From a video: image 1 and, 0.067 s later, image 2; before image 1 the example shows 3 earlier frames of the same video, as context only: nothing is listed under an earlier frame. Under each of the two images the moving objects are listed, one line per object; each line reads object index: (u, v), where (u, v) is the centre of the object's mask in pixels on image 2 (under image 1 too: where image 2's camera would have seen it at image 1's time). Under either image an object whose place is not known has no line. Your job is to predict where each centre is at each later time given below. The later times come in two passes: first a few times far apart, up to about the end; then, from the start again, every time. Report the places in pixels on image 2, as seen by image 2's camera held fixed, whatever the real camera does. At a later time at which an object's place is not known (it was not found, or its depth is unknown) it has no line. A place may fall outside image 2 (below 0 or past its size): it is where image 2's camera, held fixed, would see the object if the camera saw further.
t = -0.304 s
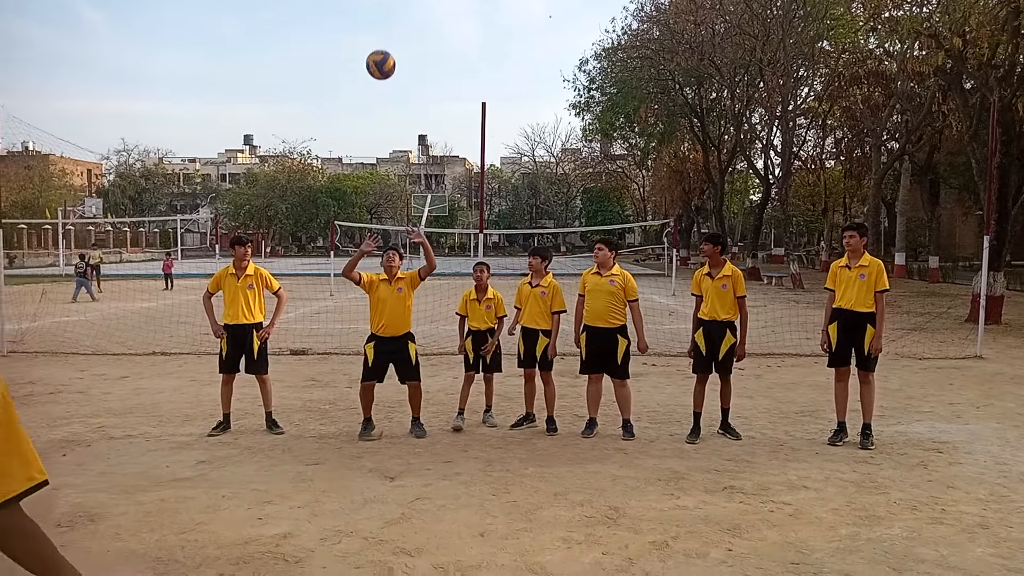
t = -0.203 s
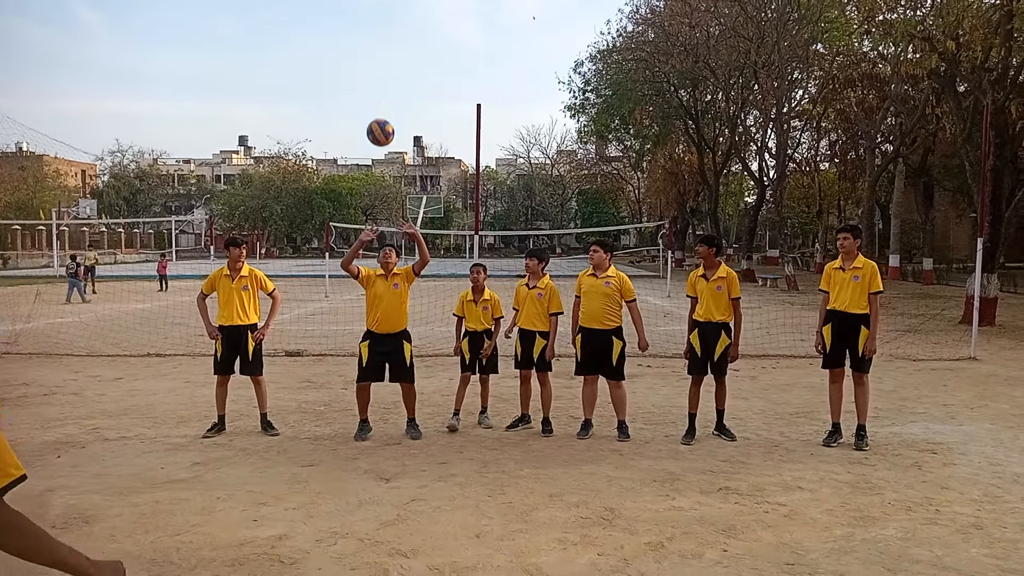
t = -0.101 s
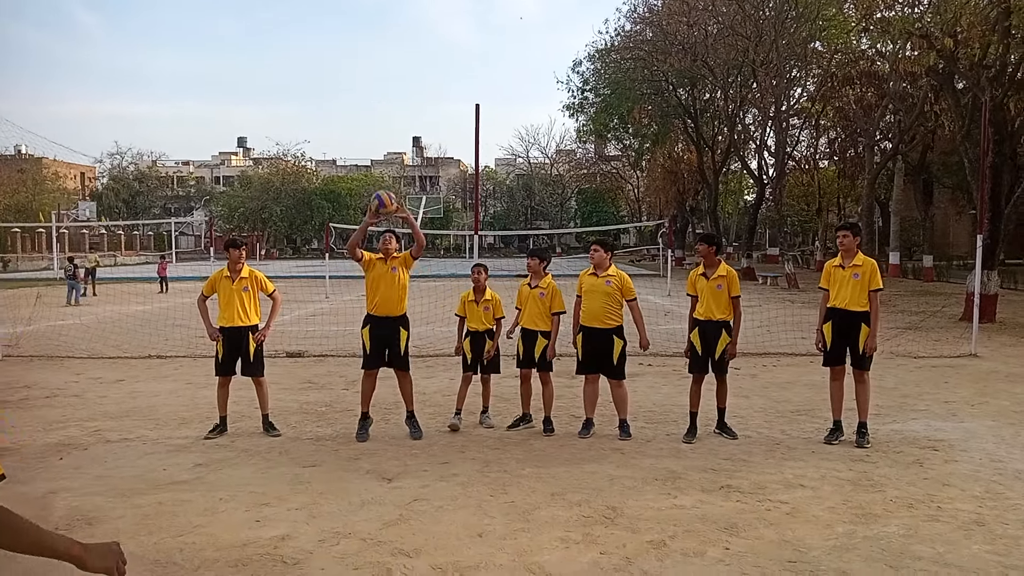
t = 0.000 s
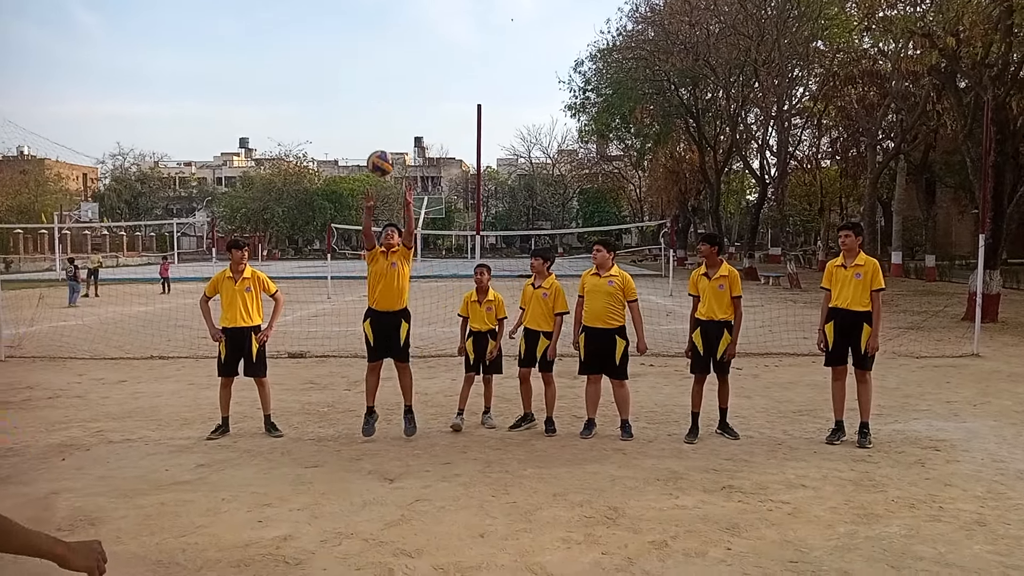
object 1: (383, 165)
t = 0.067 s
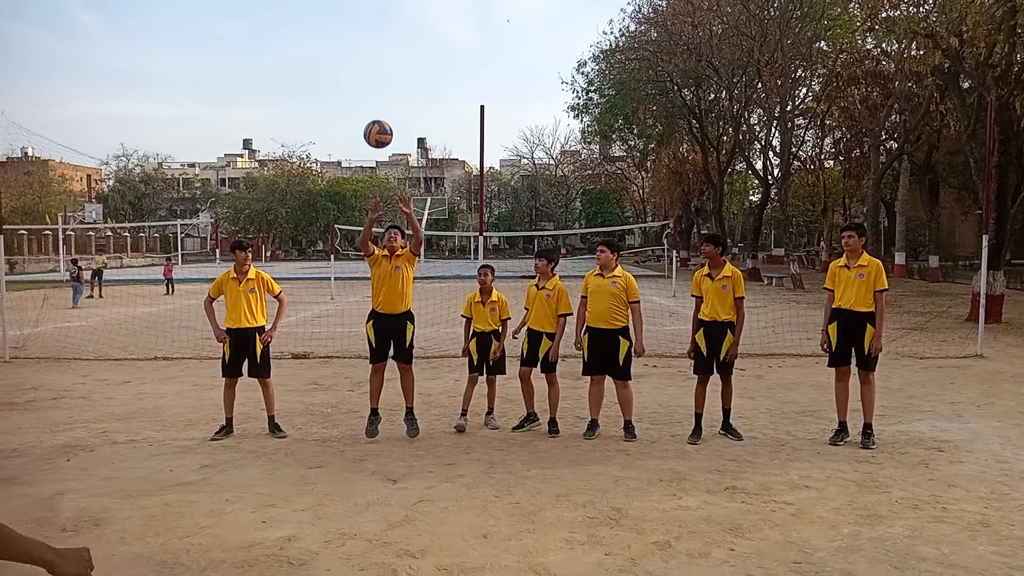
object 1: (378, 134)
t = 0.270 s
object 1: (360, 66)
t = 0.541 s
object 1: (335, 65)
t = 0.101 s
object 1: (375, 120)
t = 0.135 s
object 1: (372, 107)
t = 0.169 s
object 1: (368, 95)
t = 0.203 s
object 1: (366, 84)
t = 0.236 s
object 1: (363, 75)
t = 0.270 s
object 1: (360, 66)
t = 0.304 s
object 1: (357, 59)
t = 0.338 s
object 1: (353, 54)
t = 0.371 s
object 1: (351, 50)
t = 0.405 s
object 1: (348, 49)
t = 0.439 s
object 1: (345, 49)
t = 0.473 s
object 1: (343, 52)
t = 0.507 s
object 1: (339, 57)
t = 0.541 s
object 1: (335, 65)
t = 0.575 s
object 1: (332, 76)
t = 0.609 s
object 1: (328, 91)
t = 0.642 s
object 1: (325, 109)
